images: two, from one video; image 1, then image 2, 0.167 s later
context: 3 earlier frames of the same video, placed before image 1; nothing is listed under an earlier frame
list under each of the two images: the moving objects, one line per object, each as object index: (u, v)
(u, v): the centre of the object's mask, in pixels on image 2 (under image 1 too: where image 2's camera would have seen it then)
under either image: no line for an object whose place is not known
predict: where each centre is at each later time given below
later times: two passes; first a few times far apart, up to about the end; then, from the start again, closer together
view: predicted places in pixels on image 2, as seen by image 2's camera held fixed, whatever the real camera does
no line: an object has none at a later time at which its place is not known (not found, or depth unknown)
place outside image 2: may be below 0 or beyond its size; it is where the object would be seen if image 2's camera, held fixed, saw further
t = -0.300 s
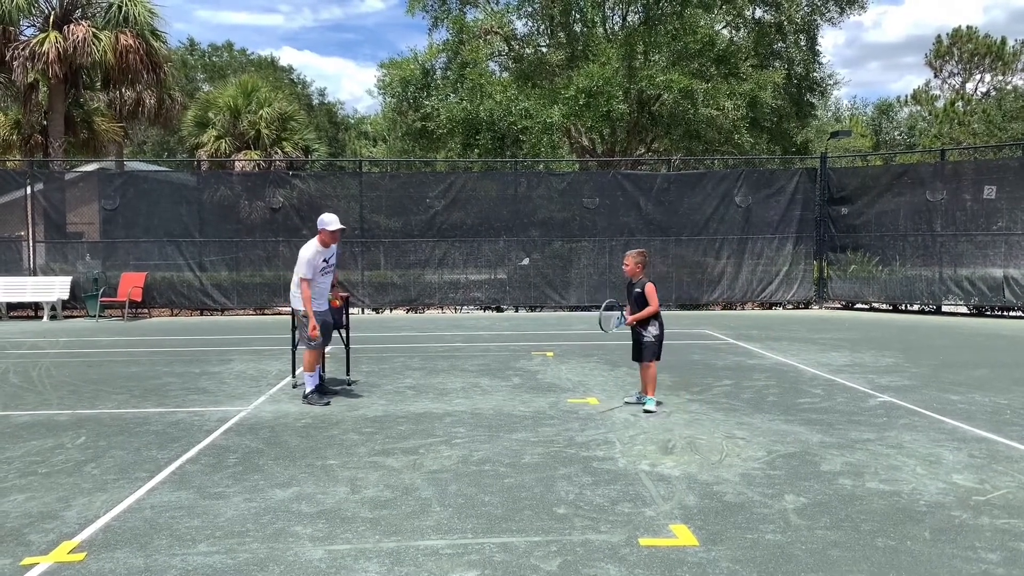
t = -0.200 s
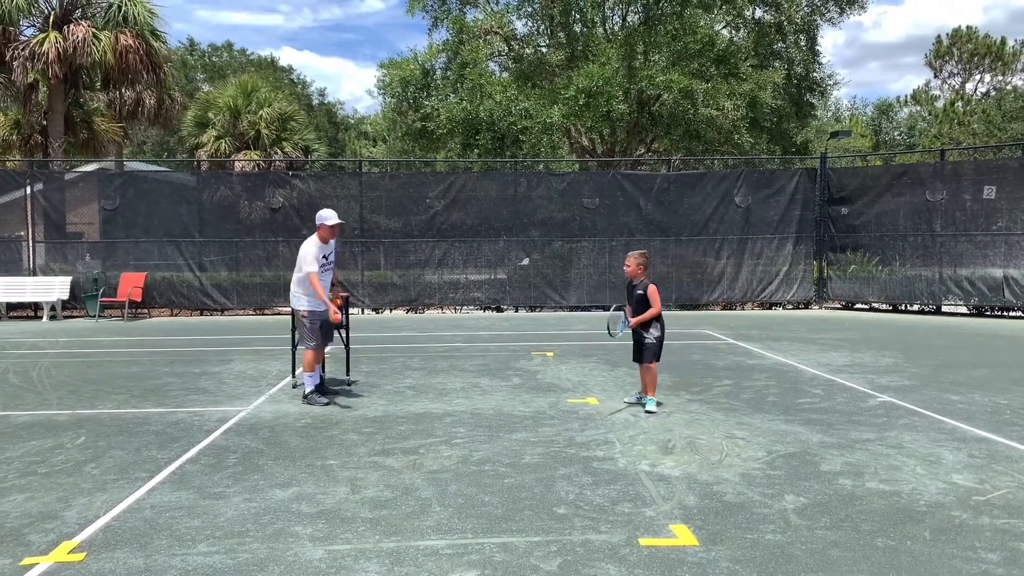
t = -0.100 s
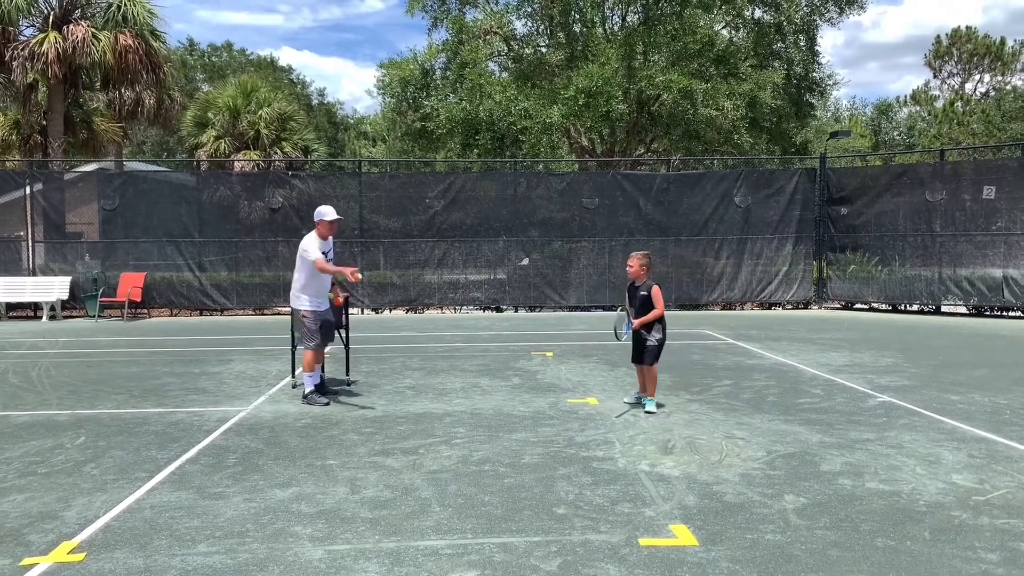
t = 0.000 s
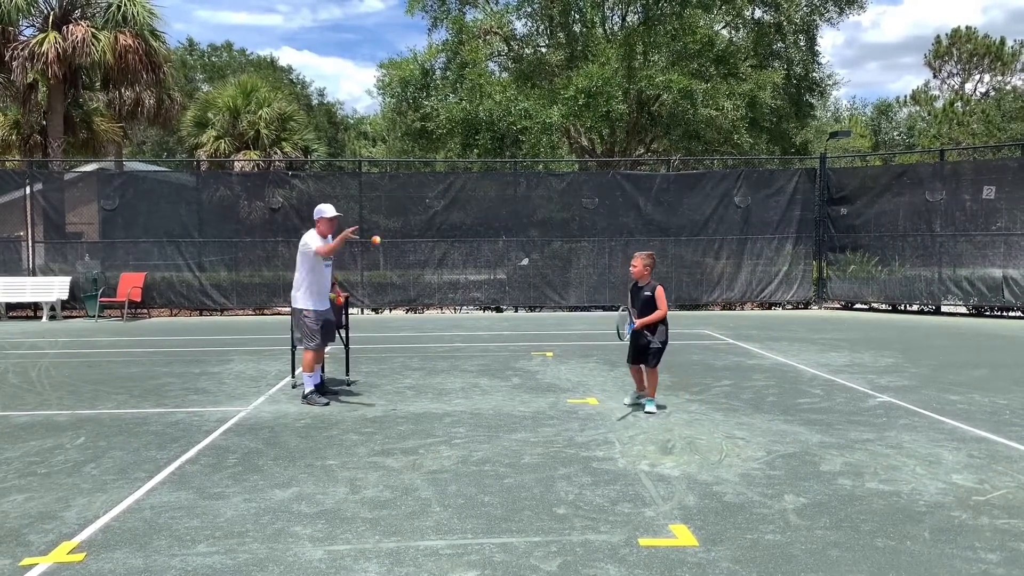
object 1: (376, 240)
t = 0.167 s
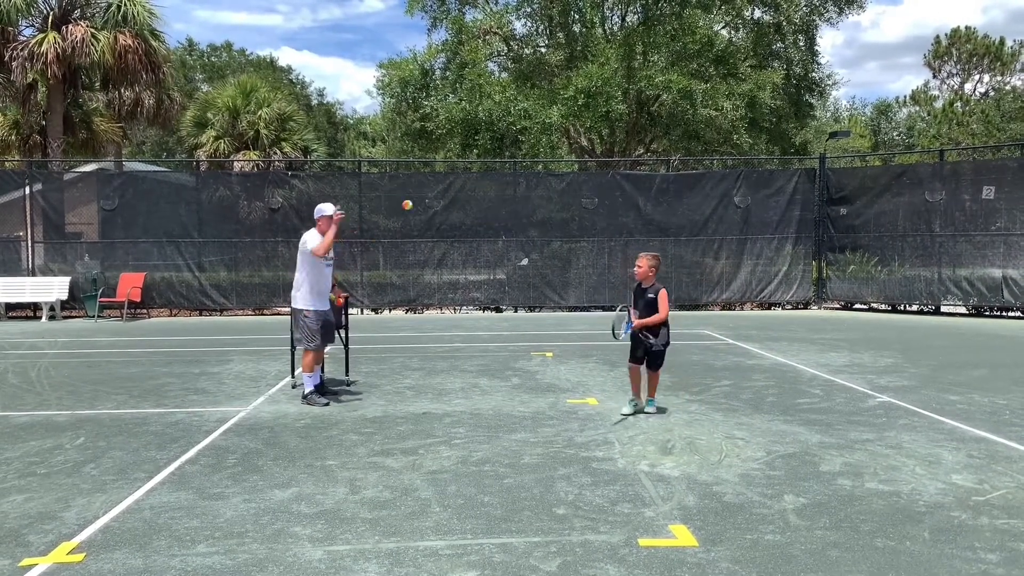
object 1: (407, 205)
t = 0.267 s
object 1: (427, 201)
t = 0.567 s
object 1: (491, 274)
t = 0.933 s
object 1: (561, 398)
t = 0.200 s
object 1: (414, 202)
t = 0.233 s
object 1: (420, 201)
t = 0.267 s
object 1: (427, 201)
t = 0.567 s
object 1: (491, 274)
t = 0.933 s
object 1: (561, 398)
